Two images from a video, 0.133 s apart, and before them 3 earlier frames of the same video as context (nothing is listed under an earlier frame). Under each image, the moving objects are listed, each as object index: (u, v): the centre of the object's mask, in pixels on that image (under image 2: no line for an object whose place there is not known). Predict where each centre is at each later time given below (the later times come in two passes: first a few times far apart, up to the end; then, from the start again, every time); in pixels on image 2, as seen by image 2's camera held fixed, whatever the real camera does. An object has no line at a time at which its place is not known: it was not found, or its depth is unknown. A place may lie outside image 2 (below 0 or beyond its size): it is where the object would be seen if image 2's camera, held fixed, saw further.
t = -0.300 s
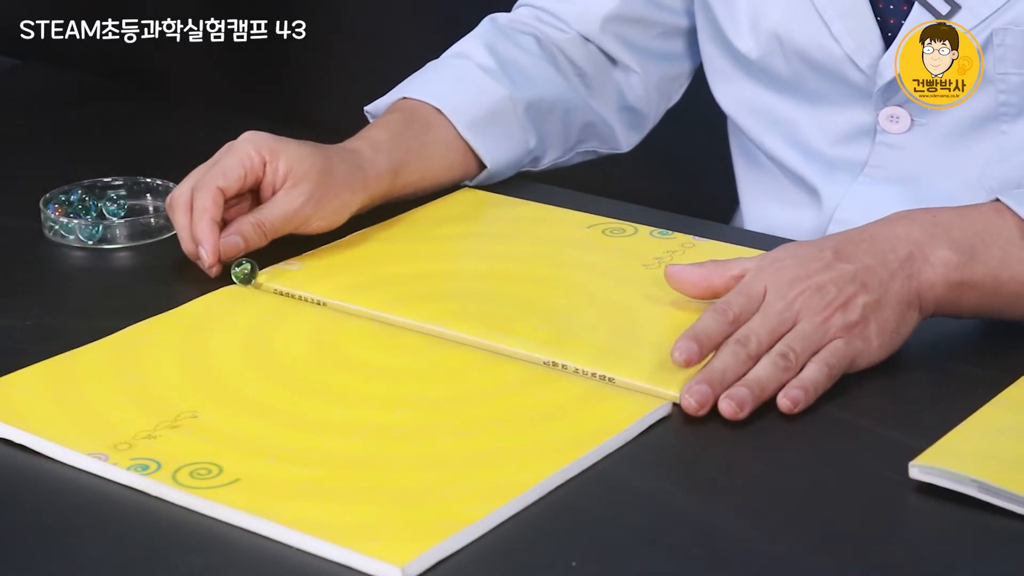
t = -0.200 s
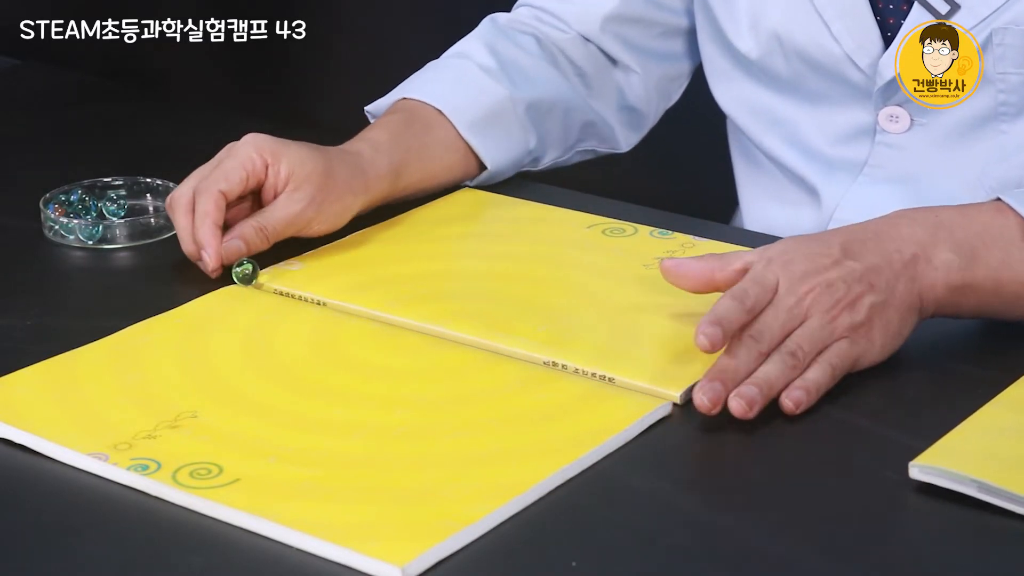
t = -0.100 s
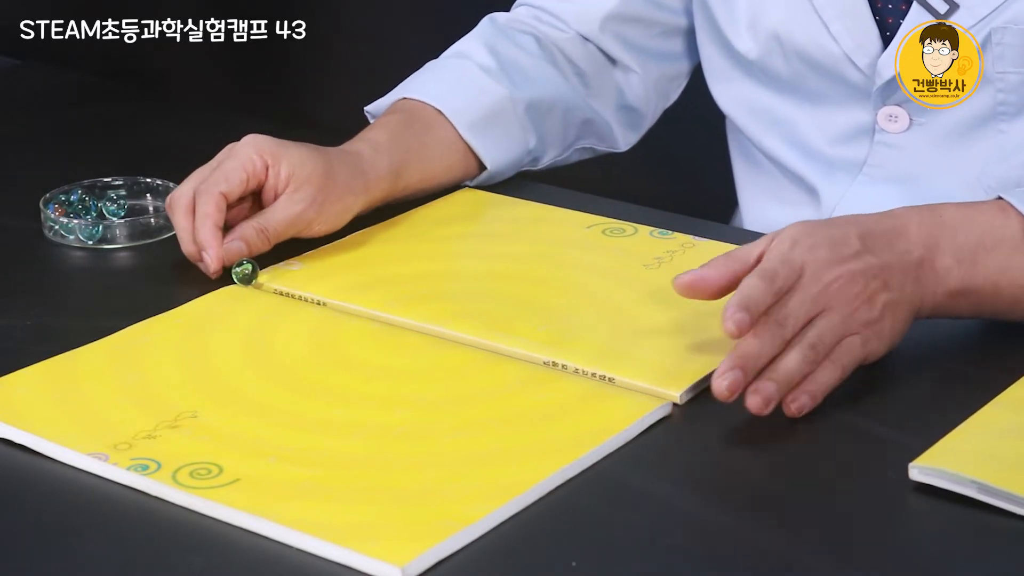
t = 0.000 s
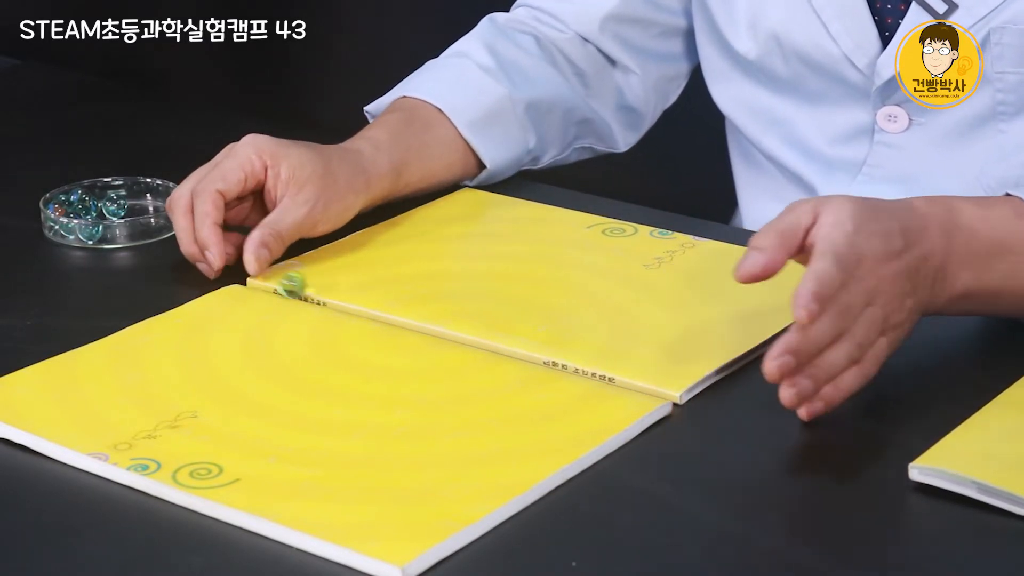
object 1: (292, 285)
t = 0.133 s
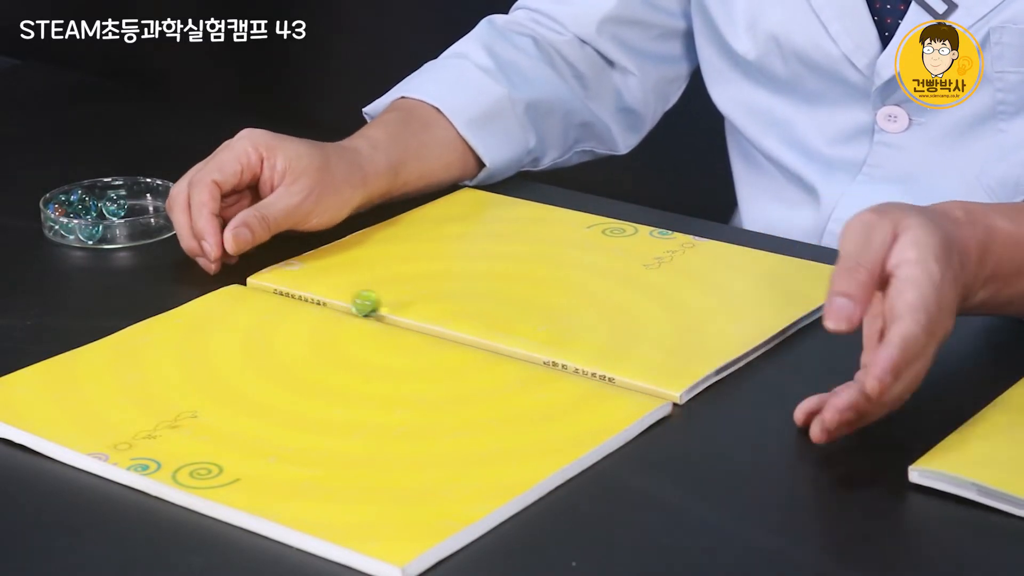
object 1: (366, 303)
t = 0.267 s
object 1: (439, 322)
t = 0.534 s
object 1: (589, 363)
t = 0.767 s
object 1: (735, 409)
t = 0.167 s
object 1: (384, 308)
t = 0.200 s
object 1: (402, 312)
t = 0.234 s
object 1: (420, 317)
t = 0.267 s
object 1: (439, 322)
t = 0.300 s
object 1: (457, 327)
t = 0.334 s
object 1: (475, 332)
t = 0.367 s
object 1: (494, 338)
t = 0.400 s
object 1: (513, 343)
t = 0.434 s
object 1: (532, 348)
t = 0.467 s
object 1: (550, 353)
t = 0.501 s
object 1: (570, 358)
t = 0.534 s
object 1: (589, 363)
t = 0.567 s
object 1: (609, 368)
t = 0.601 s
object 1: (629, 374)
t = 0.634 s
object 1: (649, 379)
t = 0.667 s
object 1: (668, 385)
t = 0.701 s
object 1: (691, 393)
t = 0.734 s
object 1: (713, 401)
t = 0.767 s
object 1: (735, 409)
